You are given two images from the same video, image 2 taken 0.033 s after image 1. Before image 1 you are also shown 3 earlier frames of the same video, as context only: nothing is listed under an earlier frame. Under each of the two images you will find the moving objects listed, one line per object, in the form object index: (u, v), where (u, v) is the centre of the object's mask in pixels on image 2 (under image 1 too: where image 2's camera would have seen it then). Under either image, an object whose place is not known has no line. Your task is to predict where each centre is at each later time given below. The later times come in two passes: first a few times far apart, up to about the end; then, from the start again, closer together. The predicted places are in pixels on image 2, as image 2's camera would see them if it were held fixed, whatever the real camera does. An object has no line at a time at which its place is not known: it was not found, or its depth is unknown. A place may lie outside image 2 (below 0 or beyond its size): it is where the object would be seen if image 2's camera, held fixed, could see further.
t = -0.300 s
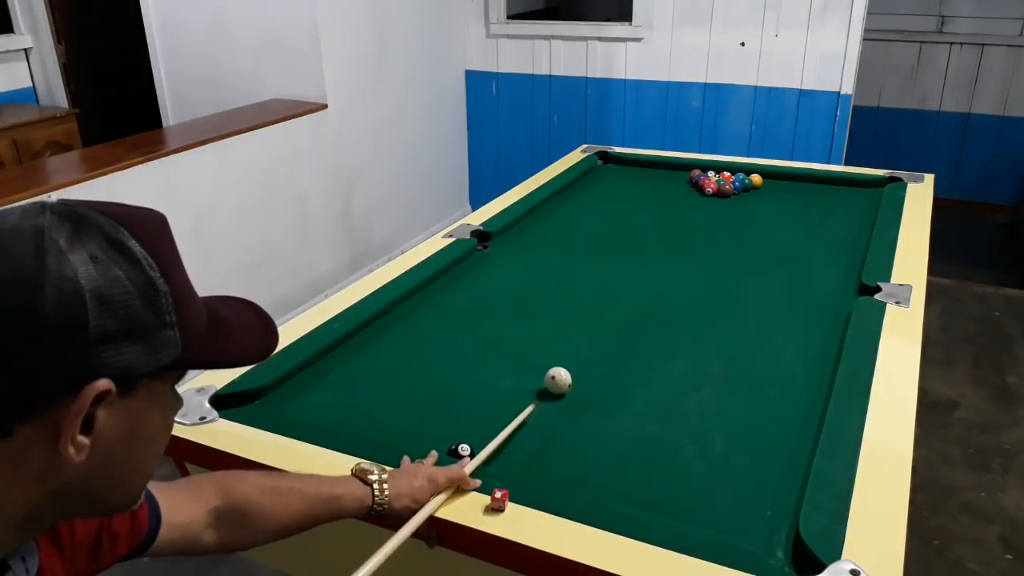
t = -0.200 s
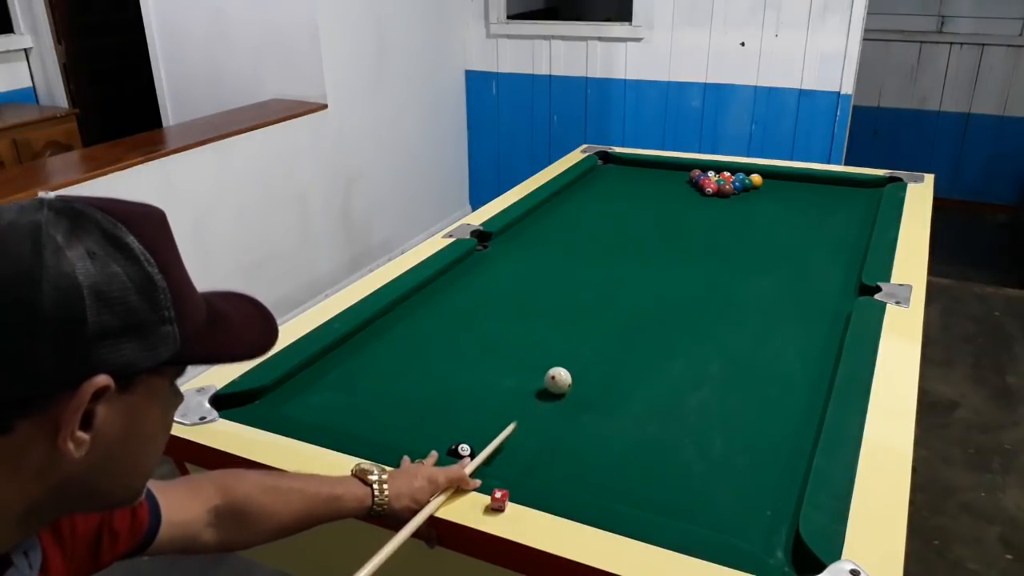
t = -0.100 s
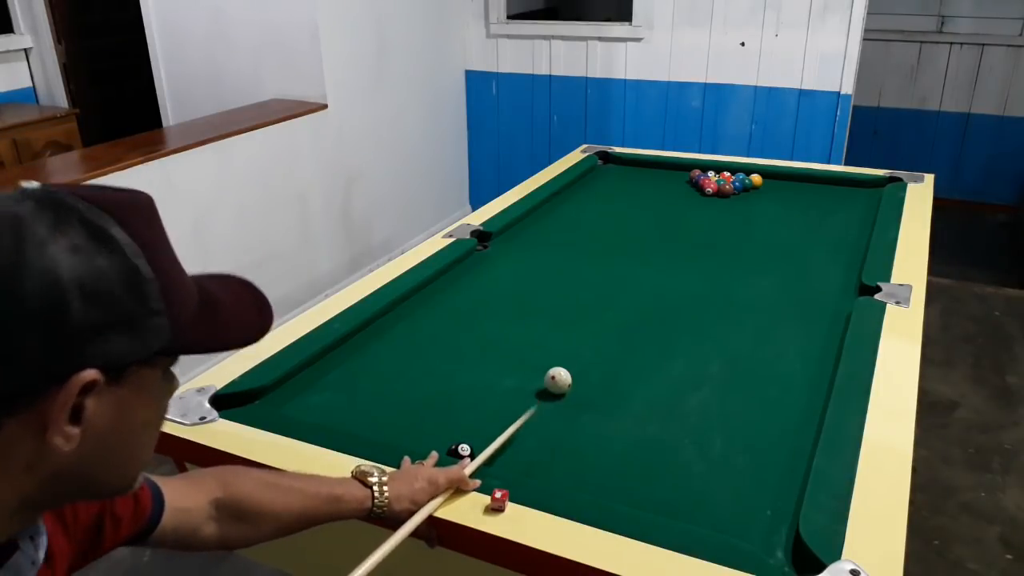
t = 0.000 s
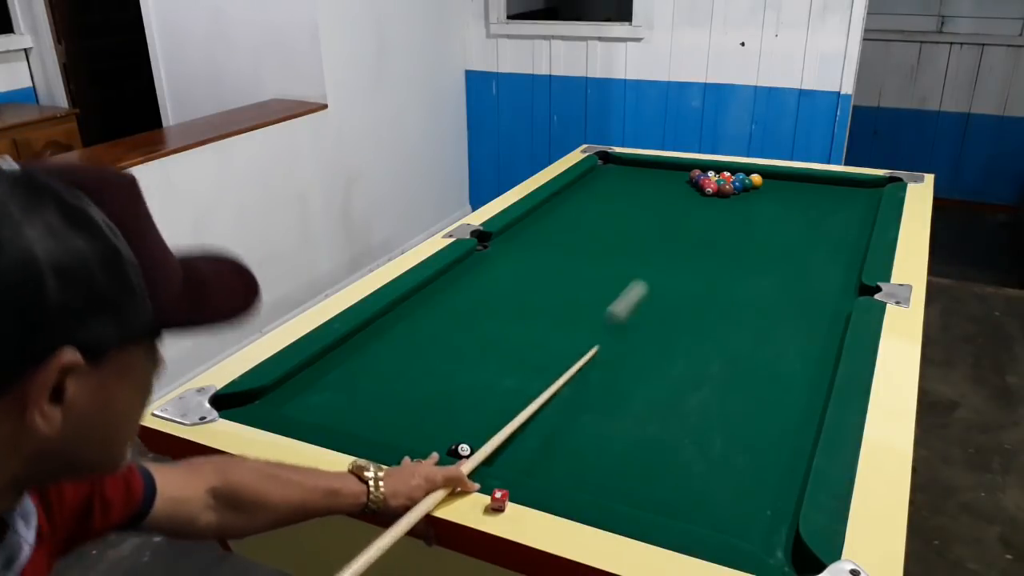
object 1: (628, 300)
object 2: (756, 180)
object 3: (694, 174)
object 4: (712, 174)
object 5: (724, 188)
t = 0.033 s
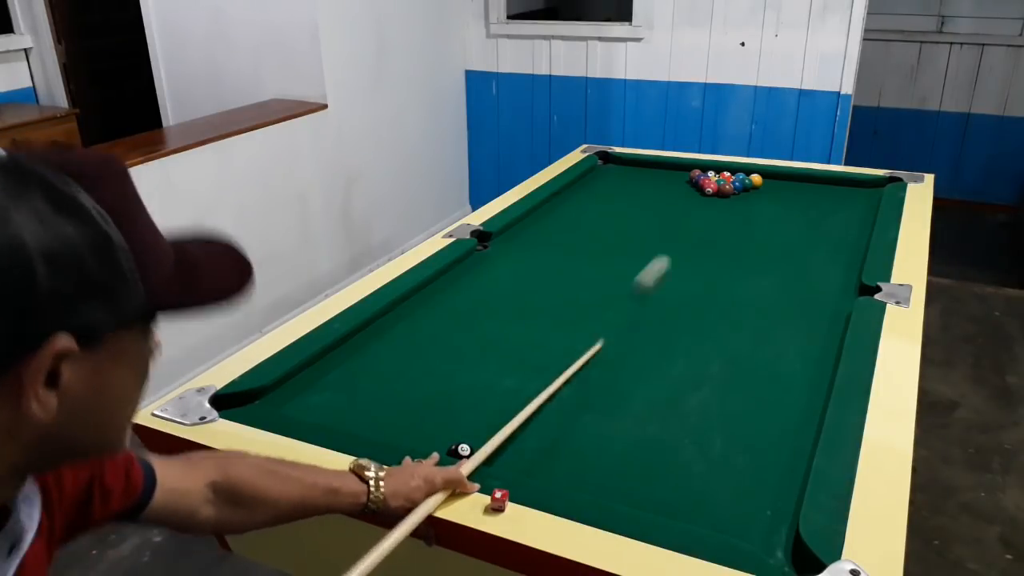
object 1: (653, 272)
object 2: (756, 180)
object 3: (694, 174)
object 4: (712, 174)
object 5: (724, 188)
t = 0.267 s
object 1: (769, 198)
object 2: (778, 176)
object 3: (665, 167)
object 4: (699, 175)
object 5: (727, 189)
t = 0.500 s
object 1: (851, 204)
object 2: (781, 180)
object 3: (607, 165)
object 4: (636, 188)
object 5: (715, 196)
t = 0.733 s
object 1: (803, 199)
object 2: (784, 183)
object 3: (622, 174)
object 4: (572, 194)
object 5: (706, 201)
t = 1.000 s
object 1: (794, 196)
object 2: (787, 183)
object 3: (649, 185)
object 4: (574, 207)
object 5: (694, 209)
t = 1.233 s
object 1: (792, 196)
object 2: (789, 183)
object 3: (672, 195)
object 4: (593, 220)
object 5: (684, 214)
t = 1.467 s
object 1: (792, 195)
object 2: (789, 183)
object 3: (697, 205)
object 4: (611, 233)
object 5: (674, 219)
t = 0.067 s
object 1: (675, 248)
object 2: (756, 180)
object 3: (694, 174)
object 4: (712, 174)
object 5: (724, 188)
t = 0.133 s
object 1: (710, 210)
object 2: (756, 180)
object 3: (694, 174)
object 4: (712, 174)
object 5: (724, 188)
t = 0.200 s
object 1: (739, 194)
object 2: (768, 176)
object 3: (686, 171)
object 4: (710, 169)
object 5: (721, 184)
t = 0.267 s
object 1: (769, 198)
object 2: (778, 176)
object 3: (665, 167)
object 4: (699, 175)
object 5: (727, 189)
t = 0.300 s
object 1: (783, 200)
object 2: (778, 178)
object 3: (655, 165)
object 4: (692, 178)
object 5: (728, 189)
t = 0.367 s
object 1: (809, 202)
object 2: (779, 179)
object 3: (638, 165)
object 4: (670, 182)
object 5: (719, 194)
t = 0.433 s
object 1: (835, 203)
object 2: (780, 179)
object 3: (623, 165)
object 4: (653, 185)
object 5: (716, 195)
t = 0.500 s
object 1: (851, 204)
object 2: (781, 180)
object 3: (607, 165)
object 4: (636, 188)
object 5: (715, 196)
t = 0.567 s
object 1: (832, 203)
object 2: (782, 182)
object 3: (604, 168)
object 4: (617, 190)
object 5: (713, 198)
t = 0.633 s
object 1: (818, 201)
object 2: (783, 182)
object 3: (611, 169)
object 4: (599, 192)
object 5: (711, 198)
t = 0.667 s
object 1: (813, 200)
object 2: (783, 182)
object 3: (614, 170)
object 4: (589, 192)
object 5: (709, 200)
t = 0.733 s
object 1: (803, 199)
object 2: (784, 183)
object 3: (622, 174)
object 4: (572, 194)
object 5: (706, 201)
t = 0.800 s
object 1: (795, 199)
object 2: (784, 183)
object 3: (629, 176)
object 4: (557, 198)
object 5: (703, 203)
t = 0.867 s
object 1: (794, 197)
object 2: (785, 183)
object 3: (635, 179)
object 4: (563, 200)
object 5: (699, 205)
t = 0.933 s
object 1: (794, 196)
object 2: (786, 183)
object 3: (642, 182)
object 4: (568, 203)
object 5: (697, 207)
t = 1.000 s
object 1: (794, 196)
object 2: (787, 183)
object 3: (649, 185)
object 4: (574, 207)
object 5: (694, 209)
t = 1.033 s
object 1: (793, 196)
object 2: (787, 183)
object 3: (652, 186)
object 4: (576, 209)
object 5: (692, 209)
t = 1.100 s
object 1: (793, 196)
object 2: (788, 183)
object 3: (660, 189)
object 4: (582, 212)
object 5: (690, 211)
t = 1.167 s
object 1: (793, 196)
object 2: (788, 183)
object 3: (667, 192)
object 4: (587, 216)
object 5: (687, 212)
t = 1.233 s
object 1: (792, 196)
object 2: (789, 183)
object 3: (672, 195)
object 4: (593, 220)
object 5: (684, 214)
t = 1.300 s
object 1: (792, 195)
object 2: (789, 183)
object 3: (680, 198)
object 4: (598, 223)
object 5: (681, 216)
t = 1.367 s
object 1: (792, 195)
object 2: (789, 183)
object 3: (688, 201)
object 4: (602, 227)
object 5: (678, 217)
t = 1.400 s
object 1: (792, 195)
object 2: (789, 183)
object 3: (692, 202)
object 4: (605, 229)
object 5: (677, 218)
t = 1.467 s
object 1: (792, 195)
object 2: (789, 183)
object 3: (697, 205)
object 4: (611, 233)
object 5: (674, 219)
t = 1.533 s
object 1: (793, 195)
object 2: (788, 183)
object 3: (695, 208)
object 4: (616, 236)
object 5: (671, 220)
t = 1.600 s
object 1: (793, 195)
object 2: (788, 183)
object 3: (689, 210)
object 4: (622, 241)
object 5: (669, 222)
